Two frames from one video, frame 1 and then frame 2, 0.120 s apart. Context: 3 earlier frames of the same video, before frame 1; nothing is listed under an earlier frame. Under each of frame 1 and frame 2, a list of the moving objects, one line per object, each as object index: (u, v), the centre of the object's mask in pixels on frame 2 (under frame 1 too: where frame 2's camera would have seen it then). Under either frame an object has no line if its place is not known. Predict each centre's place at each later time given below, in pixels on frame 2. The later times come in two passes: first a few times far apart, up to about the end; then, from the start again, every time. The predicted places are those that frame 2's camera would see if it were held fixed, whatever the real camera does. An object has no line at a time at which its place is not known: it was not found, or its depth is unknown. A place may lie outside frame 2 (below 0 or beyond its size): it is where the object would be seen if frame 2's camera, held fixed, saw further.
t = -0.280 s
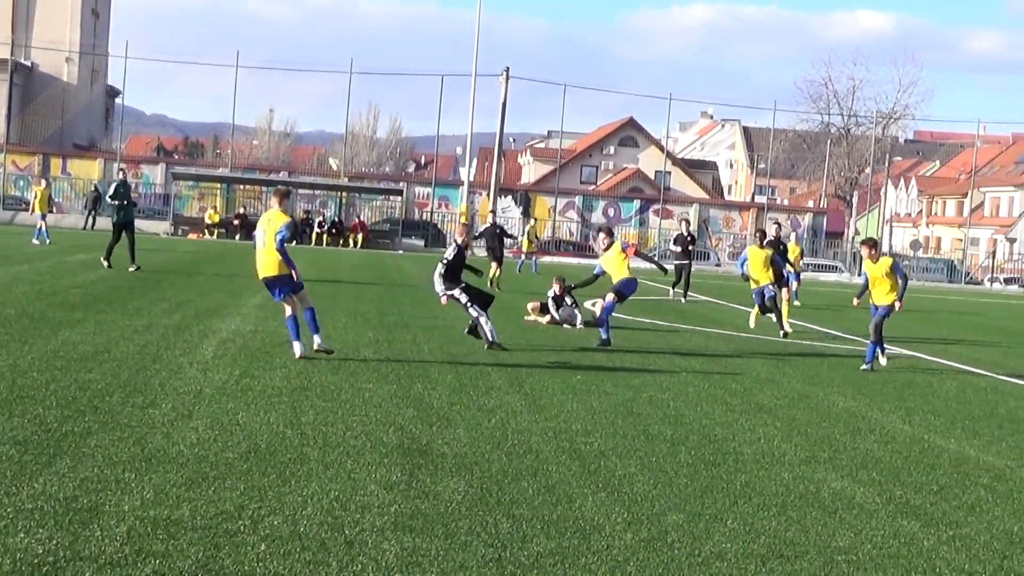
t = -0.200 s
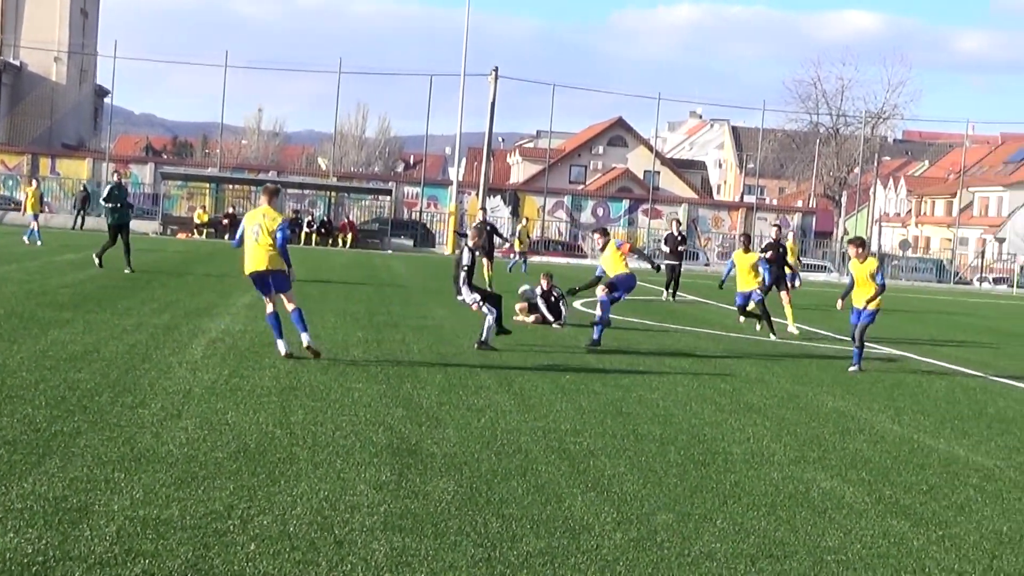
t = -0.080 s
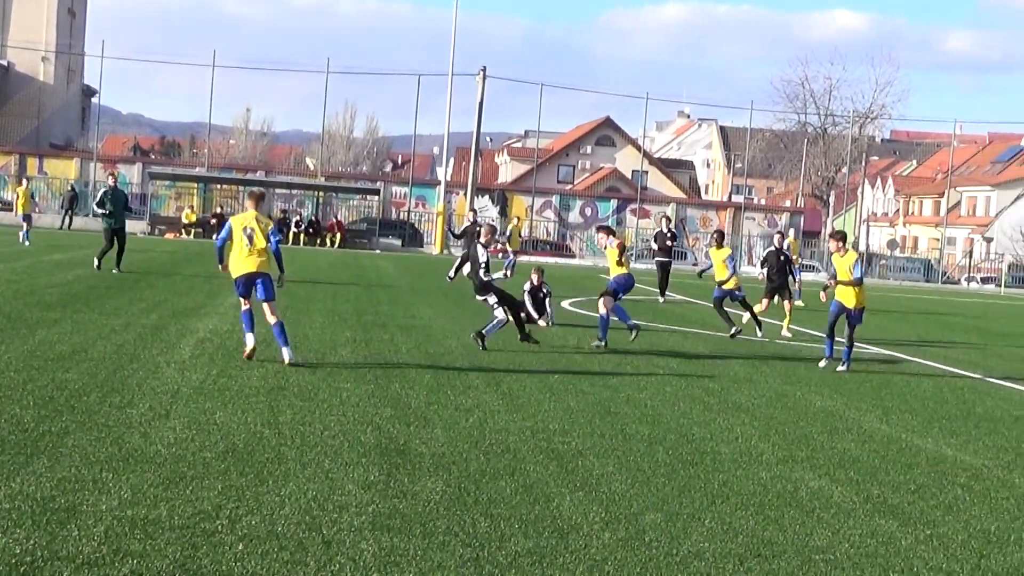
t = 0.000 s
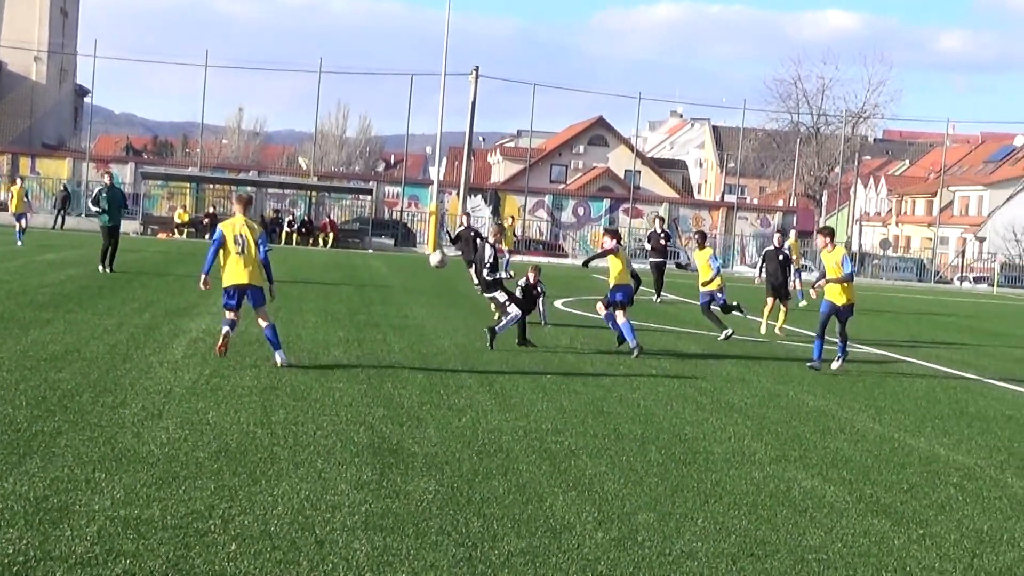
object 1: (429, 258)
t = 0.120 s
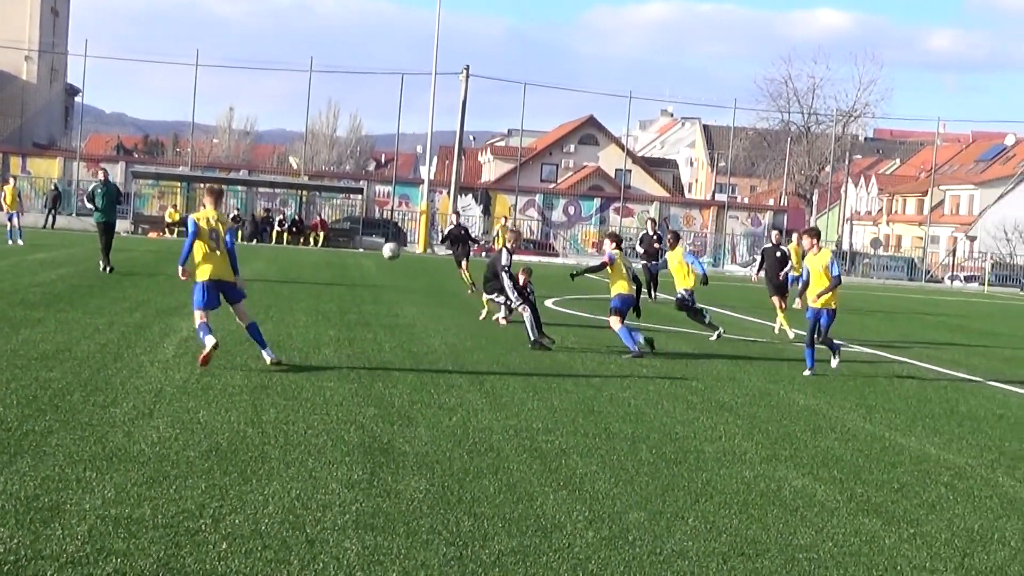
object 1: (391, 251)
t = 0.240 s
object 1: (352, 255)
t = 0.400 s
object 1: (301, 278)
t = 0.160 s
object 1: (378, 251)
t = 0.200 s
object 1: (365, 252)
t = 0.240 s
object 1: (352, 255)
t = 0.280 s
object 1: (340, 259)
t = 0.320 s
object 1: (327, 264)
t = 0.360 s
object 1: (313, 270)
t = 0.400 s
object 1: (301, 278)
